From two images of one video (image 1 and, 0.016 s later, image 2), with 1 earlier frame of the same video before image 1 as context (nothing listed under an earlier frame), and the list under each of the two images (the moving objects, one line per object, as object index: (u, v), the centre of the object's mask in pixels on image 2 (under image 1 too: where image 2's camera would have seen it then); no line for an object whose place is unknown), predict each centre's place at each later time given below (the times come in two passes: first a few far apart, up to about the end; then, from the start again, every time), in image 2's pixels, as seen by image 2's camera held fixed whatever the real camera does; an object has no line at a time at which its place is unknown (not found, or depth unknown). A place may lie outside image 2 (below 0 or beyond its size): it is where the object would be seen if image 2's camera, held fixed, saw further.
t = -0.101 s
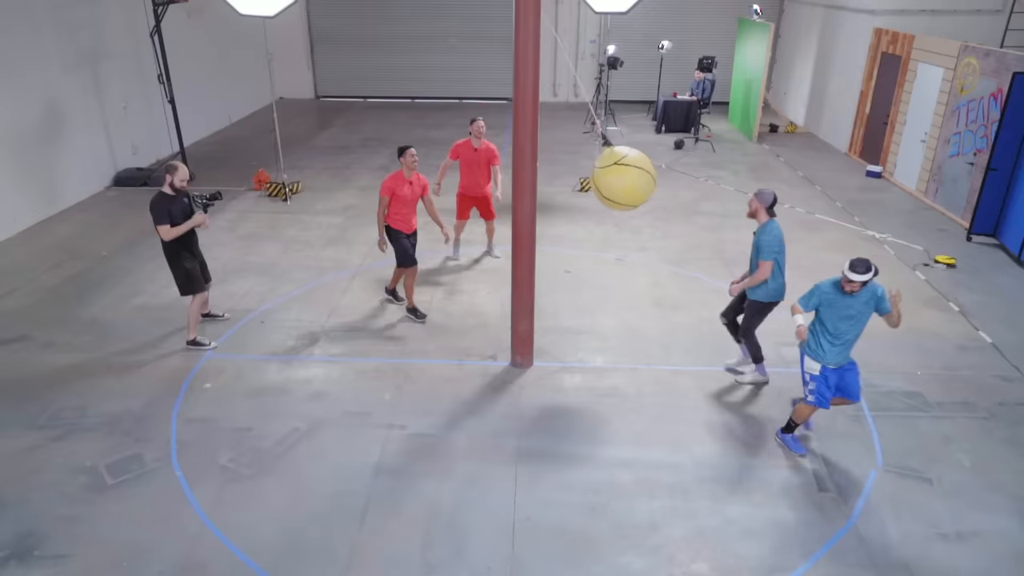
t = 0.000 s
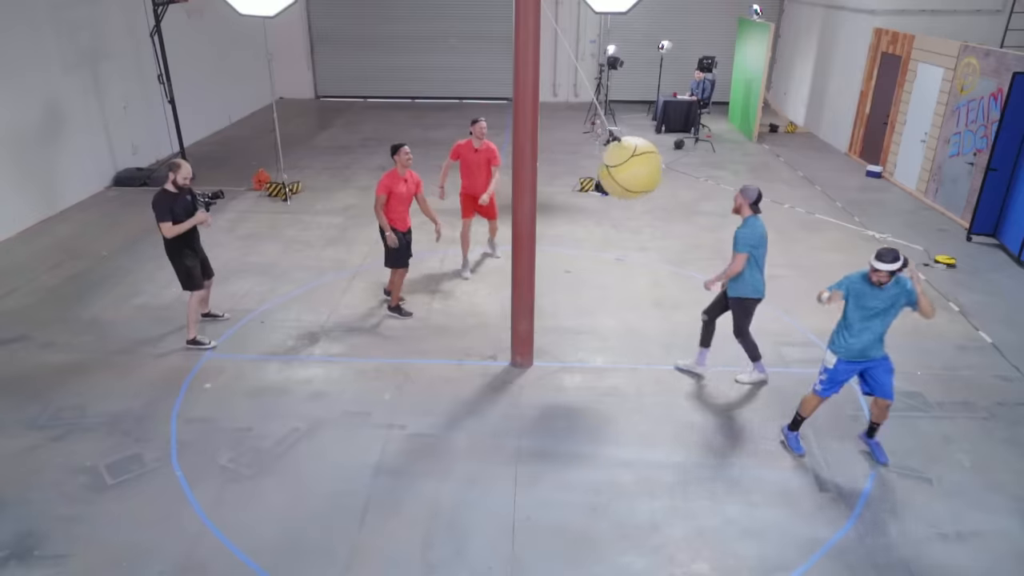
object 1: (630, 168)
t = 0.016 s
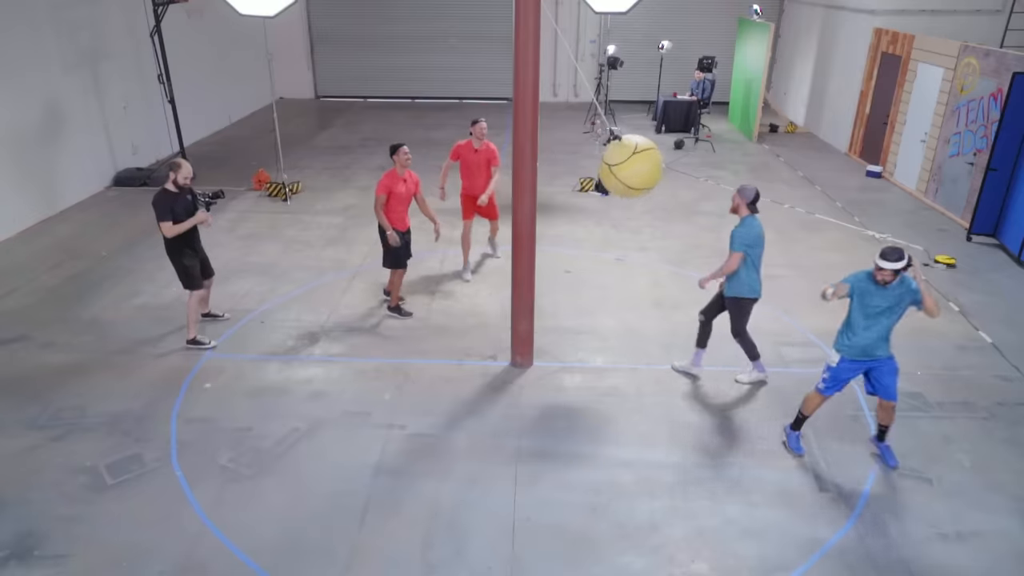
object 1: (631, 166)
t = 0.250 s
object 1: (627, 157)
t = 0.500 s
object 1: (595, 169)
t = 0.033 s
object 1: (631, 165)
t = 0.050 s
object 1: (631, 163)
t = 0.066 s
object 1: (632, 162)
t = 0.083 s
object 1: (632, 161)
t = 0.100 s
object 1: (632, 160)
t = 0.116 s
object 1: (632, 160)
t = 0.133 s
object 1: (632, 159)
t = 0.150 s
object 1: (632, 159)
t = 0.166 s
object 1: (631, 159)
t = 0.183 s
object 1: (631, 159)
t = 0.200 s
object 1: (630, 159)
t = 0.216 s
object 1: (629, 158)
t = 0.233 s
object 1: (628, 158)
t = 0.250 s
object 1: (627, 157)
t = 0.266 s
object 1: (625, 157)
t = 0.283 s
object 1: (623, 158)
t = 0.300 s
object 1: (621, 158)
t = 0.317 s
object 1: (620, 158)
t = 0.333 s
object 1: (618, 158)
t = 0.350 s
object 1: (616, 159)
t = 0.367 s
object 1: (613, 160)
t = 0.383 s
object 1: (612, 161)
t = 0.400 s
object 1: (610, 161)
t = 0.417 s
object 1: (607, 163)
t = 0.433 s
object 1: (605, 164)
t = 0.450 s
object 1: (603, 165)
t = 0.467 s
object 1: (600, 166)
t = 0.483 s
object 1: (597, 167)
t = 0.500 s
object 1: (595, 169)
